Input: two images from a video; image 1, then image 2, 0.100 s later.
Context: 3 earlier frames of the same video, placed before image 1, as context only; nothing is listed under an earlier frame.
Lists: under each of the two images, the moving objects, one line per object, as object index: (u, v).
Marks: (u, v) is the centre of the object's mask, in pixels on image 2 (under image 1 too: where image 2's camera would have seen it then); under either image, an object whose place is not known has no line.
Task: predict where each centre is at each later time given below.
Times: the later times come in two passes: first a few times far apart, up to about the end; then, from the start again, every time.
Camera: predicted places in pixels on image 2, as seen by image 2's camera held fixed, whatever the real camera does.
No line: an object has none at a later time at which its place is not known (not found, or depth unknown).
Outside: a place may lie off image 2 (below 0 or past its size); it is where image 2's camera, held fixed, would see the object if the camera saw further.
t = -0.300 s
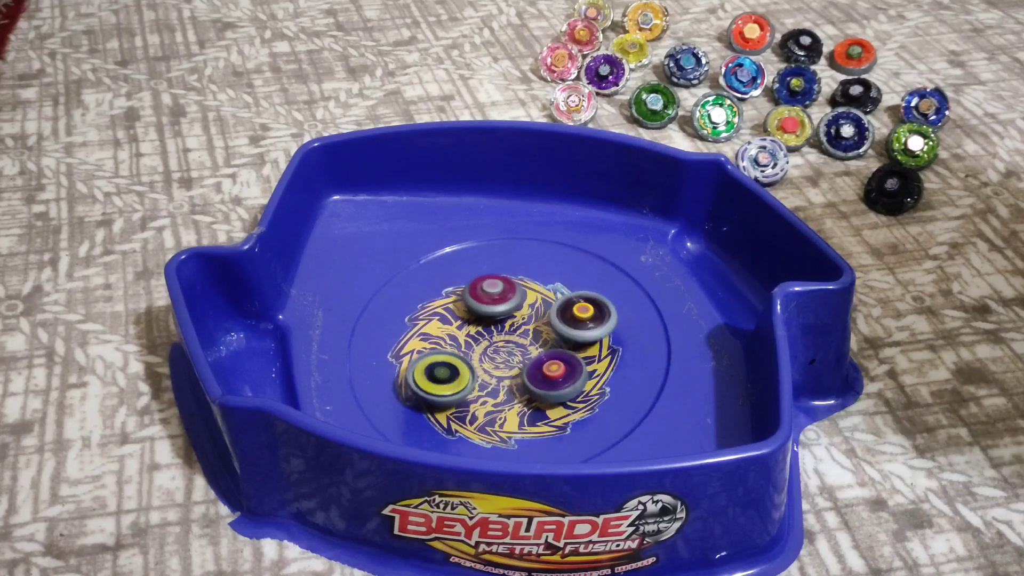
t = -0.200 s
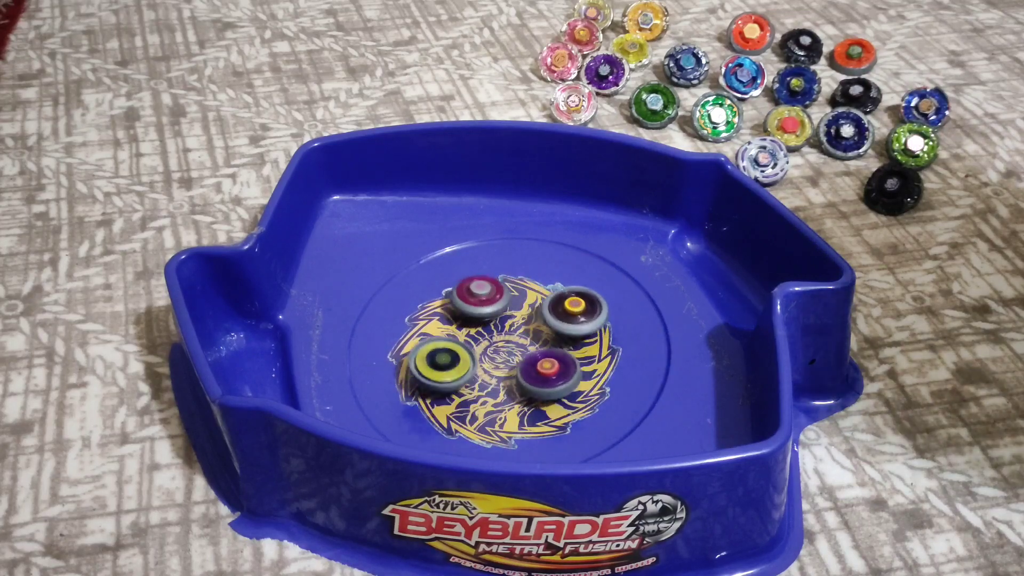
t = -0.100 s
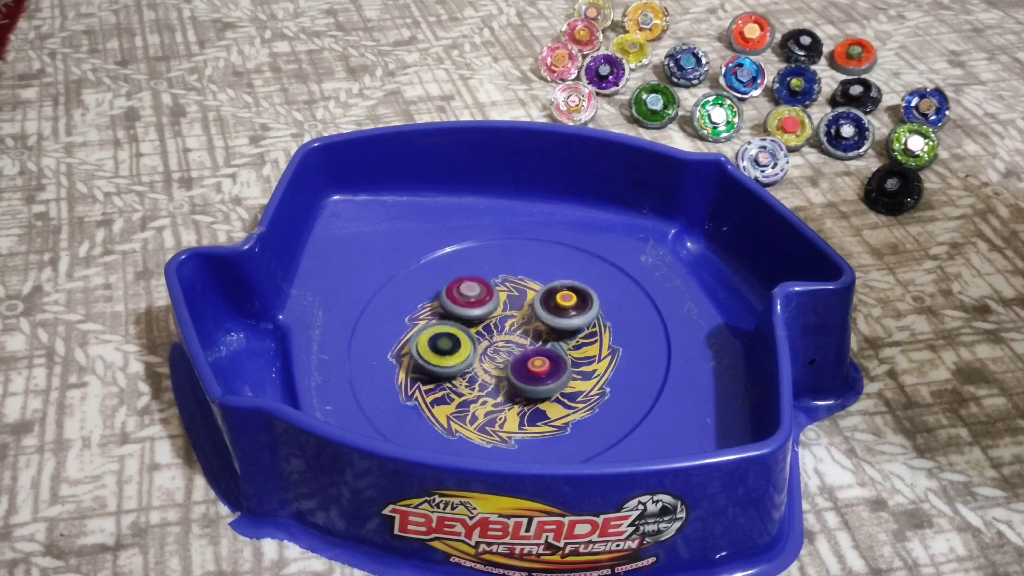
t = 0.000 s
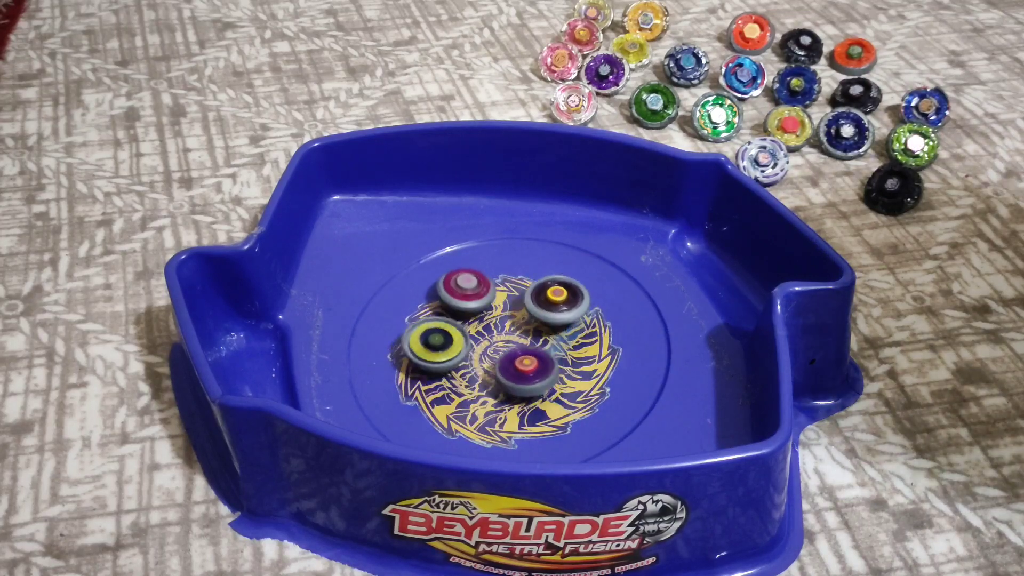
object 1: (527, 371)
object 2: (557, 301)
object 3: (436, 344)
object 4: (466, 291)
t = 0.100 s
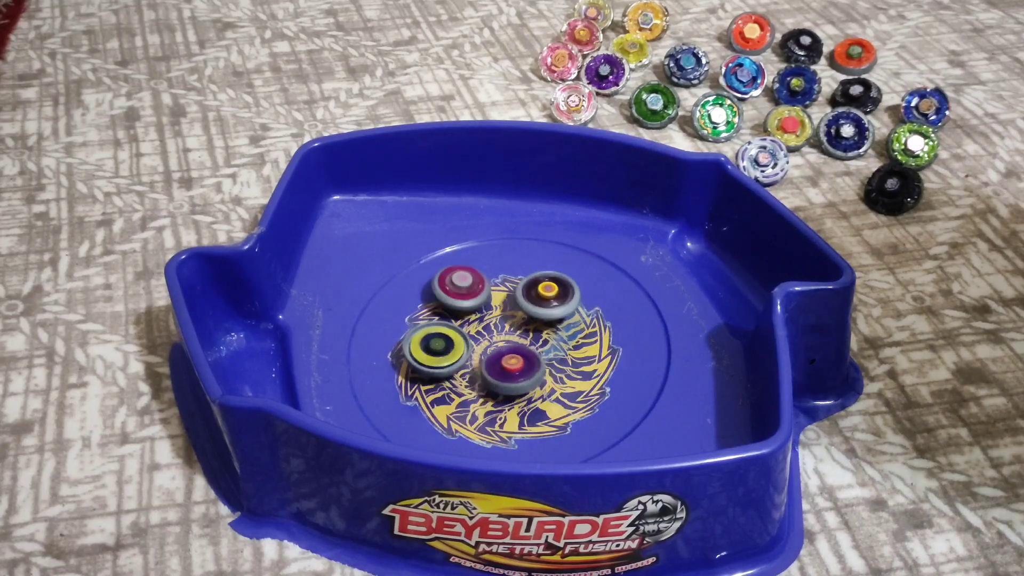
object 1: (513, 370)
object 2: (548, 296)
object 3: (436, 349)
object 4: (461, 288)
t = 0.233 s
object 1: (512, 372)
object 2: (536, 291)
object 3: (430, 348)
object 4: (456, 287)
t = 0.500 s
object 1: (519, 370)
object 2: (522, 284)
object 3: (430, 336)
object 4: (458, 293)
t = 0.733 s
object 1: (530, 358)
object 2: (584, 288)
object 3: (375, 383)
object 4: (491, 249)
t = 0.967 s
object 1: (527, 347)
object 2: (598, 288)
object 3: (445, 425)
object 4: (482, 269)
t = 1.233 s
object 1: (514, 335)
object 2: (594, 304)
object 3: (546, 376)
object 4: (475, 293)
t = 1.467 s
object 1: (508, 334)
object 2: (581, 287)
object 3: (557, 379)
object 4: (454, 303)
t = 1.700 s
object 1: (503, 338)
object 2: (550, 286)
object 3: (553, 369)
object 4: (436, 315)
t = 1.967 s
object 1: (490, 334)
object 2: (512, 285)
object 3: (531, 376)
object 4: (418, 325)
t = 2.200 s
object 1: (490, 332)
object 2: (482, 282)
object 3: (497, 382)
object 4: (414, 335)
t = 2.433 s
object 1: (499, 336)
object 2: (455, 242)
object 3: (491, 430)
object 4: (427, 345)
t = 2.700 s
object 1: (505, 331)
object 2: (456, 250)
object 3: (521, 422)
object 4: (450, 358)
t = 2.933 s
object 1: (513, 329)
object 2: (463, 258)
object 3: (542, 393)
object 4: (441, 346)
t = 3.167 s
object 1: (510, 326)
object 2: (474, 281)
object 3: (568, 354)
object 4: (442, 352)
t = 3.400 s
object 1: (517, 322)
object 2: (461, 288)
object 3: (612, 328)
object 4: (398, 370)
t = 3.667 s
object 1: (507, 315)
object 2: (439, 300)
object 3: (613, 305)
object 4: (393, 379)
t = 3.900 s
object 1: (489, 317)
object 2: (424, 314)
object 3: (558, 317)
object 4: (408, 379)
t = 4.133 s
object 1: (474, 320)
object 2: (382, 330)
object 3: (533, 354)
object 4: (434, 382)
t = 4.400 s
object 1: (464, 332)
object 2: (365, 338)
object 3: (550, 392)
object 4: (450, 386)
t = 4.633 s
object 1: (471, 345)
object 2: (376, 345)
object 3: (572, 385)
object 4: (467, 396)
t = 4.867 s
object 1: (476, 353)
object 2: (411, 354)
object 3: (543, 362)
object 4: (481, 405)
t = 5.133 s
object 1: (472, 349)
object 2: (407, 370)
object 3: (553, 352)
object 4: (495, 405)
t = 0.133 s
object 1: (508, 368)
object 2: (545, 295)
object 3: (438, 350)
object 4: (459, 288)
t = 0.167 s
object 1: (509, 370)
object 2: (542, 293)
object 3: (436, 350)
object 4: (458, 288)
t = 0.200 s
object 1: (512, 372)
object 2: (539, 292)
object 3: (432, 349)
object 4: (457, 287)
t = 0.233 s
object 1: (512, 372)
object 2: (536, 291)
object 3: (430, 348)
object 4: (456, 287)
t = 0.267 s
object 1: (511, 372)
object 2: (534, 290)
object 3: (429, 348)
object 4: (456, 288)
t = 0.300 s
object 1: (510, 371)
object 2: (531, 288)
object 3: (429, 348)
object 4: (456, 288)
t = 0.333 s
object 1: (509, 370)
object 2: (528, 287)
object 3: (430, 348)
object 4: (456, 288)
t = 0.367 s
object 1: (507, 369)
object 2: (525, 286)
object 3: (433, 347)
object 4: (457, 288)
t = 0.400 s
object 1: (506, 368)
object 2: (522, 285)
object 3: (436, 347)
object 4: (457, 289)
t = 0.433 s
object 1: (504, 367)
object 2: (520, 284)
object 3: (440, 345)
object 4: (458, 290)
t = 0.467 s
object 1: (511, 369)
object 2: (522, 284)
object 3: (434, 340)
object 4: (457, 291)
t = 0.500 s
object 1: (519, 370)
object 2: (522, 284)
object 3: (430, 336)
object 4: (458, 293)
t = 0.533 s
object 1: (521, 369)
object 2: (521, 284)
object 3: (427, 333)
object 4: (460, 294)
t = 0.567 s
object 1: (524, 367)
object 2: (533, 280)
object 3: (416, 335)
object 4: (458, 291)
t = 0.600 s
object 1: (525, 365)
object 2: (549, 284)
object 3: (396, 349)
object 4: (467, 274)
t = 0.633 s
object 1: (527, 364)
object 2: (565, 287)
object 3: (382, 358)
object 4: (476, 263)
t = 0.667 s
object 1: (528, 362)
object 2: (576, 288)
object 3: (374, 365)
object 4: (483, 254)
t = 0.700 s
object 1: (529, 360)
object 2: (581, 288)
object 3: (373, 374)
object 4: (488, 249)
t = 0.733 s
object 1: (530, 358)
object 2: (584, 288)
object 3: (375, 383)
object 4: (491, 249)
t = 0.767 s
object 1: (530, 356)
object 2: (587, 287)
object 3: (378, 392)
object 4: (491, 251)
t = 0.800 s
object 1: (530, 354)
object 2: (590, 286)
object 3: (383, 402)
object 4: (489, 253)
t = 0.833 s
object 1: (530, 353)
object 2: (592, 286)
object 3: (392, 410)
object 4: (487, 256)
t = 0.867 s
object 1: (529, 351)
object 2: (595, 286)
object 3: (403, 416)
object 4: (486, 259)
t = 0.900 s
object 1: (529, 349)
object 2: (596, 286)
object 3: (416, 420)
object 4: (485, 262)
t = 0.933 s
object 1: (528, 348)
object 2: (597, 287)
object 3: (429, 424)
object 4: (483, 266)
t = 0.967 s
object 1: (527, 347)
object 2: (598, 288)
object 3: (445, 425)
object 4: (482, 269)
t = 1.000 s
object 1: (526, 345)
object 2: (599, 289)
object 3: (461, 425)
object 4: (481, 272)
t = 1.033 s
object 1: (525, 344)
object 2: (599, 291)
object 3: (476, 422)
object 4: (481, 275)
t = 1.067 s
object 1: (524, 343)
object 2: (599, 293)
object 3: (489, 418)
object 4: (480, 278)
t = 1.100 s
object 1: (522, 342)
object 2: (599, 295)
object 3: (503, 413)
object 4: (479, 281)
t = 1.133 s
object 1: (521, 341)
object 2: (598, 297)
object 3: (516, 405)
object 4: (478, 284)
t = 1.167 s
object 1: (519, 339)
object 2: (597, 299)
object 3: (528, 394)
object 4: (478, 287)
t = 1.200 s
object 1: (518, 337)
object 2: (596, 302)
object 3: (537, 385)
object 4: (476, 291)
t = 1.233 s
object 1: (514, 335)
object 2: (594, 304)
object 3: (546, 376)
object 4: (475, 293)
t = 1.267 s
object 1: (511, 333)
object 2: (591, 306)
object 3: (554, 370)
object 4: (473, 296)
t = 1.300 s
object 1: (511, 333)
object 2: (588, 309)
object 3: (561, 364)
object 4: (467, 294)
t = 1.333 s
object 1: (513, 333)
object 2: (587, 306)
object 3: (563, 363)
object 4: (464, 294)
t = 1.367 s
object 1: (512, 333)
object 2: (590, 295)
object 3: (558, 372)
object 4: (461, 297)
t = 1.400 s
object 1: (510, 334)
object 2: (590, 288)
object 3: (556, 378)
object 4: (459, 299)
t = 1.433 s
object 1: (509, 334)
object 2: (586, 287)
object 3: (555, 379)
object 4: (456, 301)
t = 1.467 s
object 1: (508, 334)
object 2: (581, 287)
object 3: (557, 379)
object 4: (454, 303)
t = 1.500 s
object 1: (507, 334)
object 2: (577, 287)
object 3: (560, 380)
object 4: (451, 305)
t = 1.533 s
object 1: (506, 334)
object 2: (573, 286)
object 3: (561, 378)
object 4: (448, 307)
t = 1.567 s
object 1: (506, 335)
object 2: (569, 287)
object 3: (562, 377)
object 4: (446, 308)
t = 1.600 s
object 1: (505, 336)
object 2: (564, 286)
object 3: (562, 375)
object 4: (443, 310)
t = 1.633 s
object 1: (505, 337)
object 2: (559, 286)
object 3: (560, 373)
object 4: (441, 312)
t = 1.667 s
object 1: (504, 338)
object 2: (555, 286)
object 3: (557, 371)
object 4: (438, 313)
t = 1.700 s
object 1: (503, 338)
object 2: (550, 286)
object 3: (553, 369)
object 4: (436, 315)
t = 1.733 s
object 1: (502, 337)
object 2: (545, 287)
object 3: (550, 369)
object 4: (434, 316)
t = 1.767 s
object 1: (497, 336)
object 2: (540, 287)
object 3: (549, 370)
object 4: (432, 317)
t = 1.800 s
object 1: (493, 335)
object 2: (536, 286)
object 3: (547, 372)
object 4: (429, 319)
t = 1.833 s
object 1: (492, 334)
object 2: (531, 286)
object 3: (545, 372)
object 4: (428, 320)
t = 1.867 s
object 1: (489, 334)
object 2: (525, 286)
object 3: (543, 374)
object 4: (426, 322)
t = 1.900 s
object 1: (487, 334)
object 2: (521, 285)
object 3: (540, 375)
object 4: (425, 323)
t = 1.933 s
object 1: (489, 334)
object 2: (517, 285)
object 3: (535, 375)
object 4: (422, 324)
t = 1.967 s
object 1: (490, 334)
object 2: (512, 285)
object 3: (531, 376)
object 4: (418, 325)
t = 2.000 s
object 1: (490, 334)
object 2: (507, 284)
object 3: (527, 376)
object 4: (417, 326)
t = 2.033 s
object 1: (489, 333)
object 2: (502, 284)
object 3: (522, 377)
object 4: (416, 327)
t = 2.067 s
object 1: (489, 333)
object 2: (498, 283)
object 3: (517, 377)
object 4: (414, 329)
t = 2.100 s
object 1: (489, 332)
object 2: (494, 283)
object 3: (512, 378)
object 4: (414, 330)
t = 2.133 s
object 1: (489, 332)
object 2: (490, 282)
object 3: (506, 378)
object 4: (413, 331)
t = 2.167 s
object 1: (490, 332)
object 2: (486, 282)
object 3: (502, 379)
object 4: (413, 333)
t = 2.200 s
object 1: (490, 332)
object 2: (482, 282)
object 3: (497, 382)
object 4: (414, 335)
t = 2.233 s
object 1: (491, 335)
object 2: (479, 275)
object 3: (493, 386)
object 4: (415, 336)
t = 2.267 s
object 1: (493, 339)
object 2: (478, 263)
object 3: (488, 397)
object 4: (416, 338)
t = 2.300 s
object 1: (494, 339)
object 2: (474, 249)
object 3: (485, 408)
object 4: (418, 340)
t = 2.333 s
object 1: (496, 338)
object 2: (468, 242)
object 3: (486, 415)
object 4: (420, 341)
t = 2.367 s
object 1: (497, 338)
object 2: (462, 236)
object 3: (487, 420)
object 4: (422, 342)
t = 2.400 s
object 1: (498, 337)
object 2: (457, 238)
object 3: (489, 426)
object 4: (425, 344)
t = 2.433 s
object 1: (499, 336)
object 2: (455, 242)
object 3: (491, 430)
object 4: (427, 345)
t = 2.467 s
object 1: (499, 335)
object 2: (456, 245)
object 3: (495, 433)
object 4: (431, 347)
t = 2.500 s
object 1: (500, 334)
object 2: (456, 248)
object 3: (501, 434)
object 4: (432, 348)
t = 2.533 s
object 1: (501, 333)
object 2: (456, 251)
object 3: (505, 435)
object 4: (435, 349)
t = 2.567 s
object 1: (502, 332)
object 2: (456, 252)
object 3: (509, 434)
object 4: (438, 352)
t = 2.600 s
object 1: (503, 332)
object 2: (456, 252)
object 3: (513, 434)
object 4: (441, 353)
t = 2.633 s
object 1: (503, 331)
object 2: (456, 251)
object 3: (517, 432)
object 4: (444, 355)
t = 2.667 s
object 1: (504, 331)
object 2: (455, 251)
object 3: (519, 428)
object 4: (446, 357)
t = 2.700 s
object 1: (505, 331)
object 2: (456, 250)
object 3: (521, 422)
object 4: (450, 358)
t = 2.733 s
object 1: (506, 330)
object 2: (456, 250)
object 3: (523, 416)
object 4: (453, 360)
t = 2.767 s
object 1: (507, 330)
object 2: (457, 250)
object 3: (522, 408)
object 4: (455, 361)
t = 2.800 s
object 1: (508, 330)
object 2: (459, 251)
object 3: (521, 400)
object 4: (458, 363)
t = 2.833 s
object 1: (510, 329)
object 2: (460, 252)
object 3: (518, 392)
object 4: (460, 365)
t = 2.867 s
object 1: (511, 329)
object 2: (461, 254)
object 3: (524, 390)
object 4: (455, 360)
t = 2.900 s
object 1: (512, 330)
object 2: (462, 255)
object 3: (535, 394)
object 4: (445, 352)
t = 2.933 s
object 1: (513, 329)
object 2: (463, 258)
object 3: (542, 393)
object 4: (441, 346)
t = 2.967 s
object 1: (514, 330)
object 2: (464, 260)
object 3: (547, 389)
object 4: (440, 344)
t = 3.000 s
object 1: (515, 331)
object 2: (466, 263)
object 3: (553, 383)
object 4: (440, 344)
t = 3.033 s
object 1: (516, 331)
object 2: (467, 266)
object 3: (557, 376)
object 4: (441, 346)
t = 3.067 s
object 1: (515, 332)
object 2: (469, 269)
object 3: (560, 369)
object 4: (441, 347)
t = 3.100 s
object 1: (514, 332)
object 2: (471, 273)
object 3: (561, 362)
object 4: (441, 349)
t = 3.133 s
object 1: (512, 329)
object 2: (472, 276)
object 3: (565, 359)
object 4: (442, 351)
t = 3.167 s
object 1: (510, 326)
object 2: (474, 281)
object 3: (568, 354)
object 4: (442, 352)
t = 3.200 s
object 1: (511, 331)
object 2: (472, 277)
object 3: (570, 349)
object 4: (443, 354)
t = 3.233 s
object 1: (509, 338)
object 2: (467, 275)
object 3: (575, 346)
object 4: (444, 355)
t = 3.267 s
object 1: (508, 339)
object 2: (464, 276)
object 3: (579, 341)
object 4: (442, 357)
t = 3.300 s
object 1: (518, 333)
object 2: (462, 280)
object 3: (584, 338)
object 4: (419, 362)
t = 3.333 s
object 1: (518, 329)
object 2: (463, 282)
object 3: (597, 335)
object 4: (405, 366)
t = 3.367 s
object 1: (519, 325)
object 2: (462, 285)
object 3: (605, 332)
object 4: (399, 368)
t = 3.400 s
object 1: (517, 322)
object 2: (461, 288)
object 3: (612, 328)
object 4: (398, 370)
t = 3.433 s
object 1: (516, 320)
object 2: (460, 290)
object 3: (617, 325)
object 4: (398, 372)
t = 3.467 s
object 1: (514, 318)
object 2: (460, 293)
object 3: (622, 321)
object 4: (397, 372)
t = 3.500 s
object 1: (515, 317)
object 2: (455, 291)
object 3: (625, 317)
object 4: (395, 373)
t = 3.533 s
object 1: (515, 317)
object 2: (450, 292)
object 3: (626, 314)
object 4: (394, 376)
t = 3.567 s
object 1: (514, 316)
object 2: (446, 293)
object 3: (625, 311)
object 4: (393, 376)
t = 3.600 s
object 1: (511, 316)
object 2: (443, 296)
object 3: (623, 308)
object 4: (393, 377)
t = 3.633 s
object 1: (509, 315)
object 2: (441, 298)
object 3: (618, 306)
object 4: (392, 378)
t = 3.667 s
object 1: (507, 315)
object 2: (439, 300)
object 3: (613, 305)
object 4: (393, 379)
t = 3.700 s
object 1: (505, 315)
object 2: (436, 302)
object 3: (605, 305)
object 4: (393, 379)
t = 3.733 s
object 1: (503, 315)
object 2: (435, 304)
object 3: (596, 306)
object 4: (395, 380)
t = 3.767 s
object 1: (500, 315)
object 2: (432, 307)
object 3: (588, 307)
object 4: (397, 380)
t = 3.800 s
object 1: (499, 315)
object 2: (431, 309)
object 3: (579, 309)
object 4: (399, 380)
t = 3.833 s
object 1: (498, 316)
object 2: (429, 311)
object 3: (570, 311)
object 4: (401, 380)
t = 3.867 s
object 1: (496, 317)
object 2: (428, 312)
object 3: (561, 314)
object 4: (404, 379)
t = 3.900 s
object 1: (489, 317)
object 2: (424, 314)
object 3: (558, 317)
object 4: (408, 379)
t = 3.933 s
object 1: (486, 318)
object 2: (417, 315)
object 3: (552, 320)
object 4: (411, 379)
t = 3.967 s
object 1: (483, 318)
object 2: (414, 317)
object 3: (546, 325)
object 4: (414, 379)
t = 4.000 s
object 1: (476, 318)
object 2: (412, 319)
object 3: (543, 331)
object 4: (418, 380)
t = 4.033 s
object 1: (473, 318)
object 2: (408, 321)
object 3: (540, 336)
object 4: (421, 380)
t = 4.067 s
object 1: (475, 318)
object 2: (396, 323)
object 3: (538, 342)
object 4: (425, 381)
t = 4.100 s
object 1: (476, 319)
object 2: (388, 327)
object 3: (535, 348)
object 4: (430, 381)
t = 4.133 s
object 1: (474, 320)
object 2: (382, 330)
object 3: (533, 354)
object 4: (434, 382)
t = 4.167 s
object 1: (472, 322)
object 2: (378, 332)
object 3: (530, 360)
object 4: (438, 383)
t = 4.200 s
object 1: (470, 324)
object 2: (376, 333)
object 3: (528, 366)
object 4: (443, 383)
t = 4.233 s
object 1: (468, 324)
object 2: (373, 334)
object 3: (526, 372)
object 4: (447, 384)
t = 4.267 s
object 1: (466, 326)
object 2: (370, 335)
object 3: (524, 377)
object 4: (451, 385)
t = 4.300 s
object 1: (465, 328)
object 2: (368, 336)
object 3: (528, 383)
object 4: (450, 386)
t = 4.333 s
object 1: (464, 329)
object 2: (366, 336)
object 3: (536, 387)
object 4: (447, 385)
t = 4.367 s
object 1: (464, 330)
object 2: (365, 337)
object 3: (543, 390)
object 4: (448, 384)
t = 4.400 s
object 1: (464, 332)
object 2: (365, 338)
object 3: (550, 392)
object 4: (450, 386)
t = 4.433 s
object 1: (464, 334)
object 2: (364, 339)
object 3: (556, 393)
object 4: (453, 387)
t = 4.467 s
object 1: (465, 336)
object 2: (365, 340)
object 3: (562, 393)
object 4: (456, 389)
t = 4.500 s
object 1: (465, 337)
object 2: (367, 341)
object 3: (565, 392)
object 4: (458, 390)
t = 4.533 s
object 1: (466, 339)
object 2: (368, 342)
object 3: (566, 391)
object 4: (460, 392)
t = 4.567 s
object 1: (467, 341)
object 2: (370, 343)
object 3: (570, 390)
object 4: (462, 393)
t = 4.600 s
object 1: (469, 343)
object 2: (373, 344)
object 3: (572, 388)
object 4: (465, 395)
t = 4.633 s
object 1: (471, 345)
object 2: (376, 345)
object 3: (572, 385)
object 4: (467, 396)
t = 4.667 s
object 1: (472, 347)
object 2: (379, 346)
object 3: (570, 381)
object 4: (469, 397)
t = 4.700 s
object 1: (475, 348)
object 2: (384, 348)
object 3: (566, 377)
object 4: (471, 399)
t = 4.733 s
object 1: (476, 349)
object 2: (389, 349)
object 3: (561, 374)
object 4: (473, 400)
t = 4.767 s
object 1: (479, 351)
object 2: (393, 350)
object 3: (556, 370)
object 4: (475, 402)
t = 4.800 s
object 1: (481, 353)
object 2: (399, 351)
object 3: (549, 367)
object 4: (476, 403)
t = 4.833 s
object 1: (480, 353)
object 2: (406, 352)
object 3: (545, 364)
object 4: (478, 404)
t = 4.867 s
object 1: (476, 353)
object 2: (411, 354)
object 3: (543, 362)
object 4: (481, 405)
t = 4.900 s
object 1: (478, 352)
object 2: (409, 353)
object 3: (543, 361)
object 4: (482, 405)
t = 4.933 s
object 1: (478, 350)
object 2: (405, 355)
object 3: (545, 360)
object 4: (484, 407)
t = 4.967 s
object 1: (476, 351)
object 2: (408, 357)
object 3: (546, 359)
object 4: (486, 407)
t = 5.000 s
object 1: (476, 351)
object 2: (409, 358)
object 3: (547, 357)
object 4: (488, 407)
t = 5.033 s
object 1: (479, 351)
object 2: (405, 361)
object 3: (547, 356)
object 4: (490, 407)
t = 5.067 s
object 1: (480, 351)
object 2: (404, 365)
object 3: (548, 355)
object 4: (491, 407)
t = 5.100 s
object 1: (477, 349)
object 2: (405, 368)
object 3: (550, 354)
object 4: (493, 406)
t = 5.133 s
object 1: (472, 349)
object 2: (407, 370)
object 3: (553, 352)
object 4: (495, 405)
